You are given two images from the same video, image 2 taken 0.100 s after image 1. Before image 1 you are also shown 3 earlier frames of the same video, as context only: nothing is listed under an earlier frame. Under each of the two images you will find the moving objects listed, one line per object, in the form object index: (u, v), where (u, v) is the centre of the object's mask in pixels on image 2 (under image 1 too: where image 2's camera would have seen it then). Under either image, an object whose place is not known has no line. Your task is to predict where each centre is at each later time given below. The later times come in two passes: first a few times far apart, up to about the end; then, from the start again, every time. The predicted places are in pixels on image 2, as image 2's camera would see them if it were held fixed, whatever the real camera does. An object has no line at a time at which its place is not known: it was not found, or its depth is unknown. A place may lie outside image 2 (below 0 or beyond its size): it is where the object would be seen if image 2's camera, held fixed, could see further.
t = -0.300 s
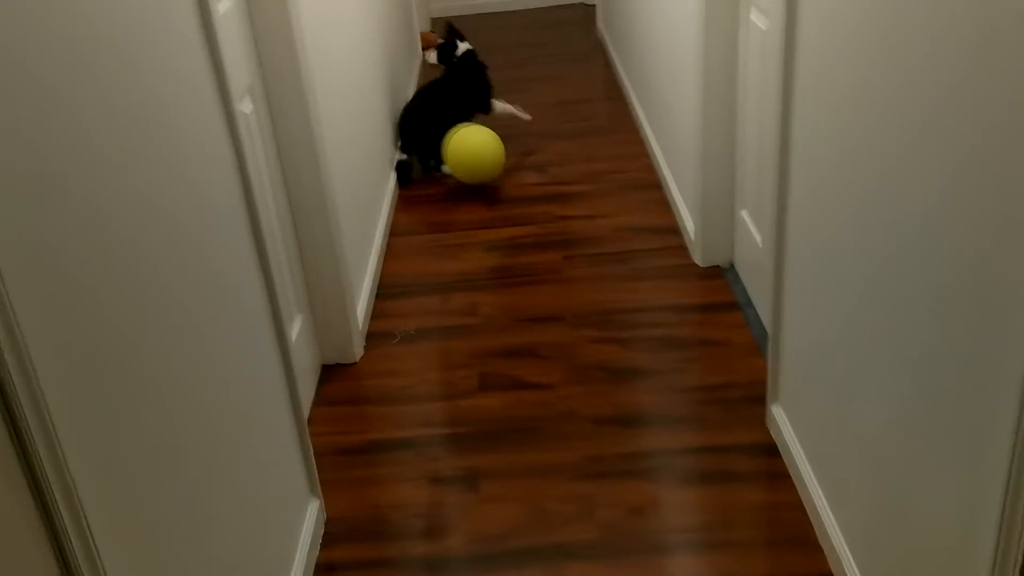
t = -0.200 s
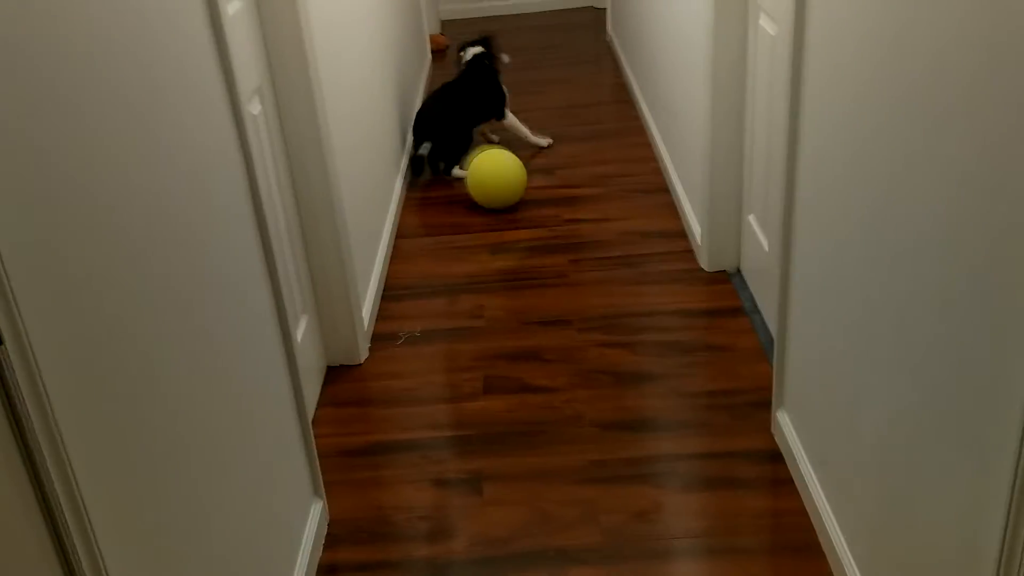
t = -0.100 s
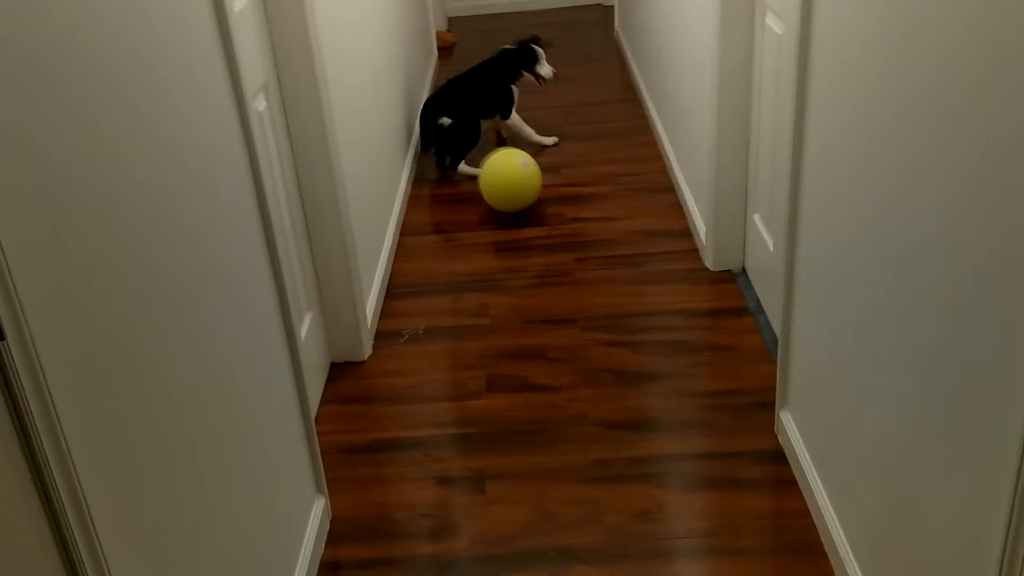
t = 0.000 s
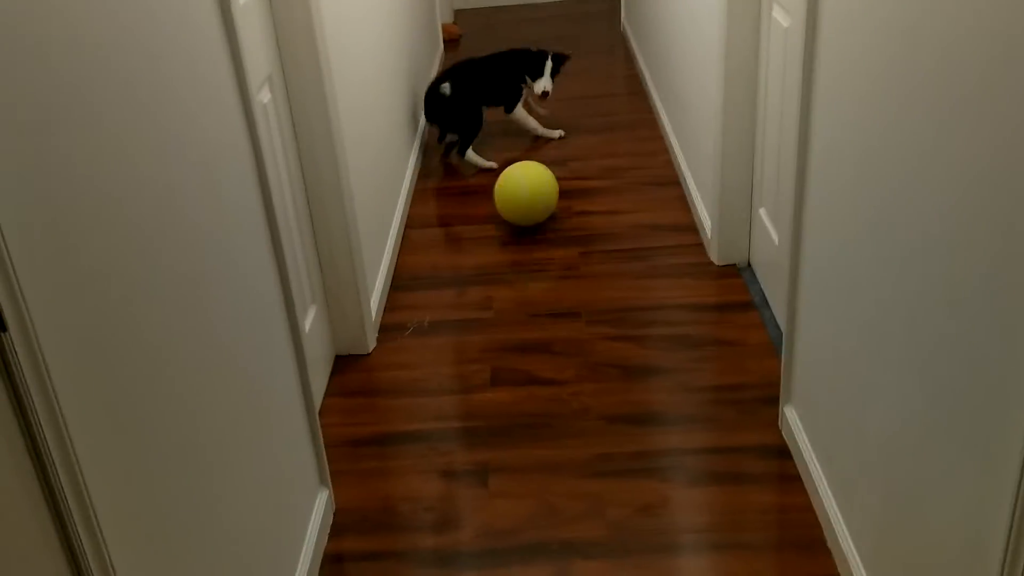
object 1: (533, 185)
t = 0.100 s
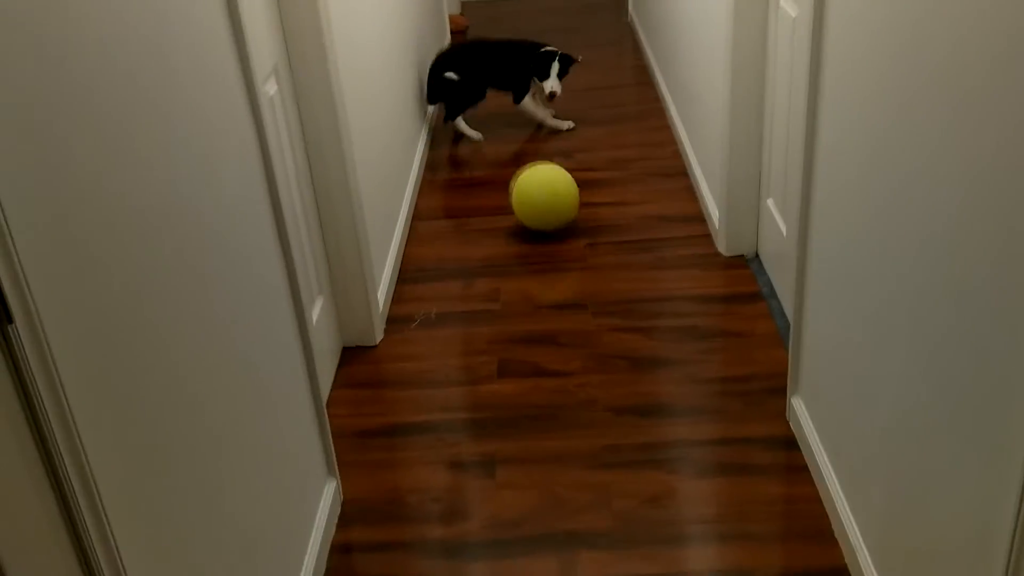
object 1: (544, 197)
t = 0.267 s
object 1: (565, 225)
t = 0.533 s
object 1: (603, 268)
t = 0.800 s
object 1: (650, 322)
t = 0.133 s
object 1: (548, 205)
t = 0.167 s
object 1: (552, 207)
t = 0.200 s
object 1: (557, 210)
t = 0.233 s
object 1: (561, 216)
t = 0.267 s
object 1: (565, 225)
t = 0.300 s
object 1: (570, 229)
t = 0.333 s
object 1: (574, 232)
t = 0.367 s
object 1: (579, 238)
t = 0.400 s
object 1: (584, 246)
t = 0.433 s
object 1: (588, 249)
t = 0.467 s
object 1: (593, 254)
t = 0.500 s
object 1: (599, 262)
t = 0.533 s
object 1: (603, 268)
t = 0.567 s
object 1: (608, 272)
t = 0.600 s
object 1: (614, 279)
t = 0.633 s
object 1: (619, 287)
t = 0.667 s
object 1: (625, 291)
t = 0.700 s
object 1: (631, 299)
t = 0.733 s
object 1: (637, 307)
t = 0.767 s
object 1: (643, 313)
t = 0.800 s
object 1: (650, 322)
